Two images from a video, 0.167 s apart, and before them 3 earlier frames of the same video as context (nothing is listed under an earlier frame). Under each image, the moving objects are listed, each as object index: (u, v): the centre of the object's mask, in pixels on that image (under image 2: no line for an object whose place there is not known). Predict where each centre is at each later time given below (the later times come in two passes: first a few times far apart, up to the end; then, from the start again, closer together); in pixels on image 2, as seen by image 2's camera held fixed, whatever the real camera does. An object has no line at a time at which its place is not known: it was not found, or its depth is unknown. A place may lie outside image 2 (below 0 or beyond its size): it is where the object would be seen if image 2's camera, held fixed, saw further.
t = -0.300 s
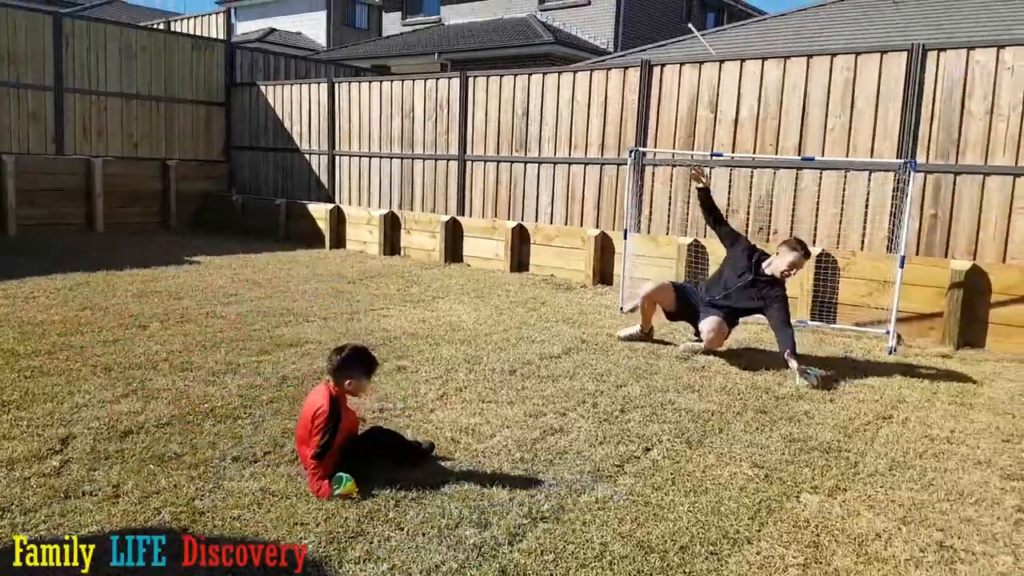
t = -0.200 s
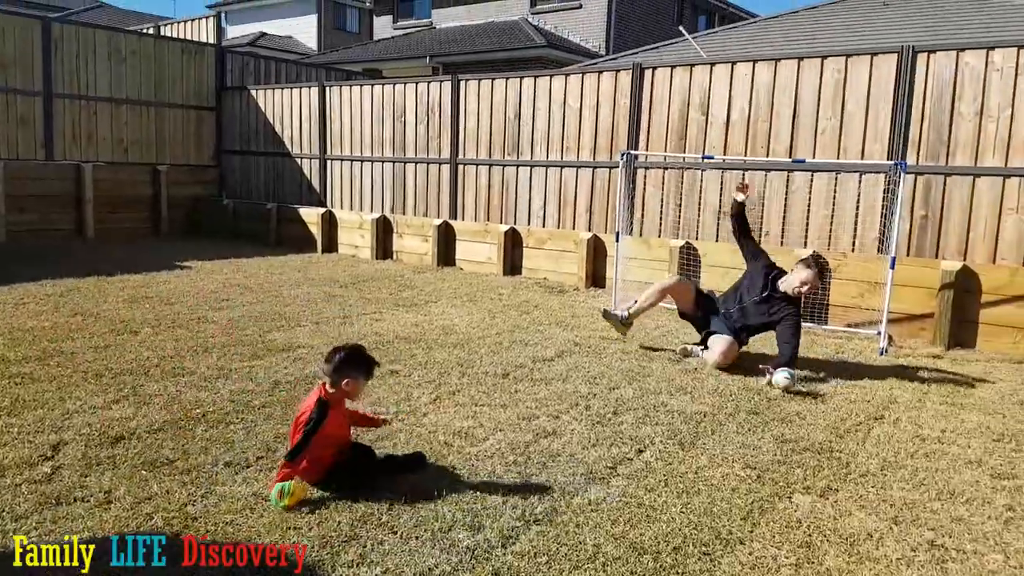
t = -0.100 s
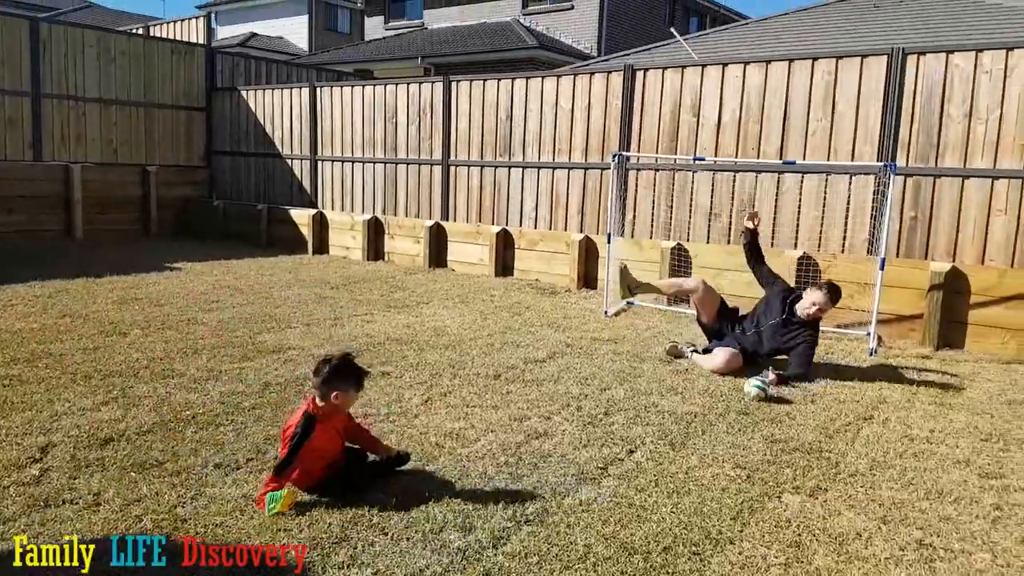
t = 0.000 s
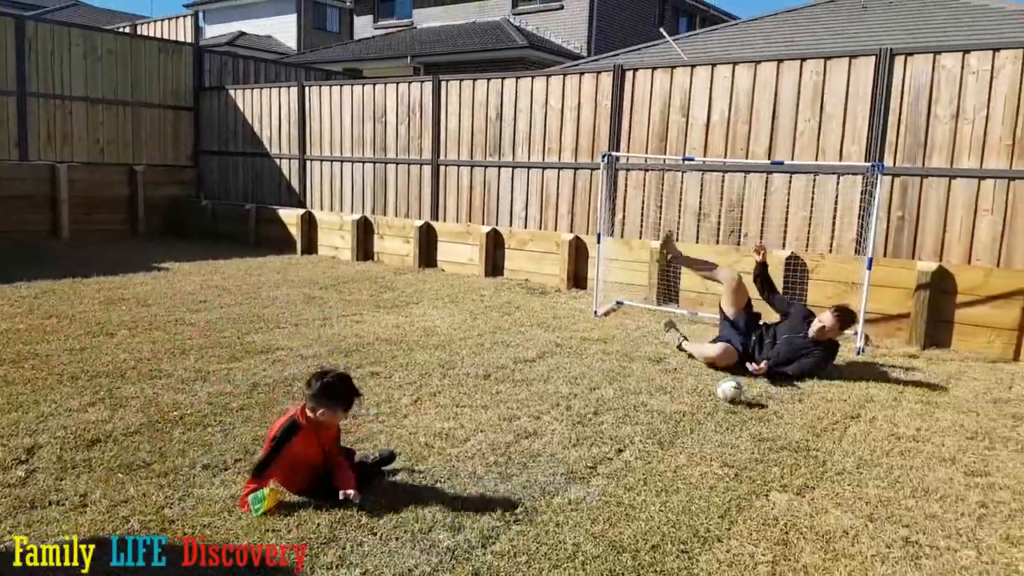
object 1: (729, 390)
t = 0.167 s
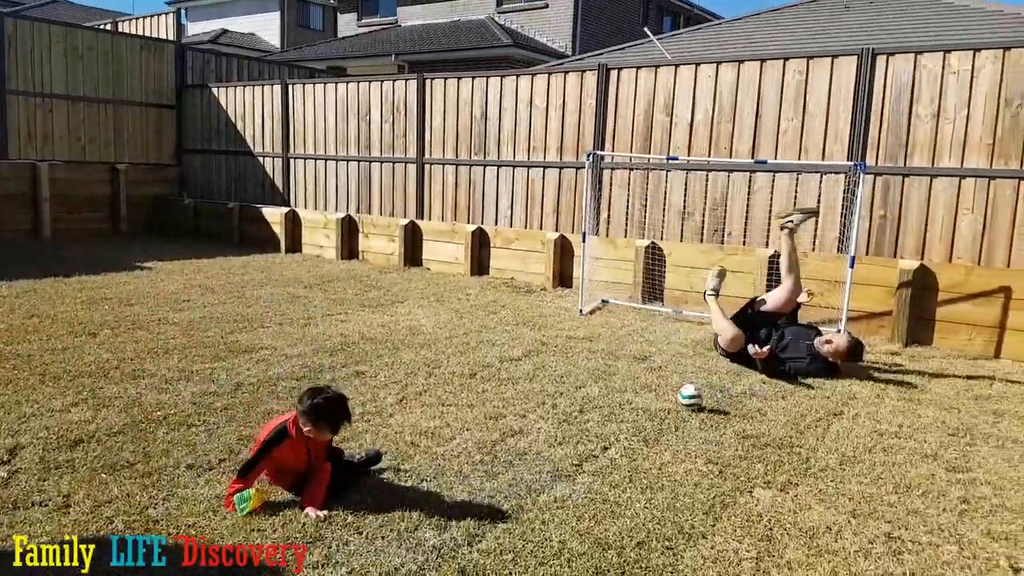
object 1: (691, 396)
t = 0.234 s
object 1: (681, 400)
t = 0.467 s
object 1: (659, 415)
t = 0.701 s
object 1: (640, 428)
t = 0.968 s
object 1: (631, 447)
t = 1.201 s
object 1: (629, 462)
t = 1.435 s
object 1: (633, 476)
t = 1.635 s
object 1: (633, 485)
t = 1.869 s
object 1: (635, 493)
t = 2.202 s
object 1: (638, 495)
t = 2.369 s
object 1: (638, 494)
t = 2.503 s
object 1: (637, 494)
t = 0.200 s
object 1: (686, 398)
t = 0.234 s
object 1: (681, 400)
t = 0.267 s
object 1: (677, 403)
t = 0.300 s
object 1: (675, 404)
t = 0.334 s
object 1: (671, 406)
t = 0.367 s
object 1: (667, 408)
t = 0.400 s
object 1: (665, 411)
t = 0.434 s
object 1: (661, 415)
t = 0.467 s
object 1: (659, 415)
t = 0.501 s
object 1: (658, 415)
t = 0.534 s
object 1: (652, 418)
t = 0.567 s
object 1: (650, 422)
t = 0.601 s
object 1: (647, 425)
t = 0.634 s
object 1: (644, 425)
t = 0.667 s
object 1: (641, 427)
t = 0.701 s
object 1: (640, 428)
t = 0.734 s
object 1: (637, 433)
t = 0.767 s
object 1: (637, 433)
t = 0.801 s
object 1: (635, 436)
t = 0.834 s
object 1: (634, 437)
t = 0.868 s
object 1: (633, 439)
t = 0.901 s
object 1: (633, 443)
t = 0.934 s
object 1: (632, 445)
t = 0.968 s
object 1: (631, 447)
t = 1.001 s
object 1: (630, 450)
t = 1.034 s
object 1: (630, 453)
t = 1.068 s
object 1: (630, 453)
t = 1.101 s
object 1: (629, 455)
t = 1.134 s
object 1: (628, 458)
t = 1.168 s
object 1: (628, 461)
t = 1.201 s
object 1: (629, 462)
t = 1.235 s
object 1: (629, 464)
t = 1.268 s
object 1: (629, 467)
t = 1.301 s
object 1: (631, 468)
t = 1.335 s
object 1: (631, 469)
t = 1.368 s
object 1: (631, 470)
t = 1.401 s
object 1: (632, 473)
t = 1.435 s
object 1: (633, 476)
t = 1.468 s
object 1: (633, 477)
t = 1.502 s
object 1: (633, 478)
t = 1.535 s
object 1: (634, 481)
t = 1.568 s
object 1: (633, 482)
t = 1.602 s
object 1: (634, 482)
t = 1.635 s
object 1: (633, 485)
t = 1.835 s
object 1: (634, 492)
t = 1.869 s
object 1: (635, 493)
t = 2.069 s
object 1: (638, 495)
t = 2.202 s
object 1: (638, 495)
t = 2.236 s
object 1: (638, 495)
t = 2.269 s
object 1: (638, 495)
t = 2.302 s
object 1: (638, 494)
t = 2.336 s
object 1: (638, 494)
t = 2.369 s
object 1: (638, 494)
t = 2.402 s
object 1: (638, 494)
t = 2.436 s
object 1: (638, 495)
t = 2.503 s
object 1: (637, 494)
